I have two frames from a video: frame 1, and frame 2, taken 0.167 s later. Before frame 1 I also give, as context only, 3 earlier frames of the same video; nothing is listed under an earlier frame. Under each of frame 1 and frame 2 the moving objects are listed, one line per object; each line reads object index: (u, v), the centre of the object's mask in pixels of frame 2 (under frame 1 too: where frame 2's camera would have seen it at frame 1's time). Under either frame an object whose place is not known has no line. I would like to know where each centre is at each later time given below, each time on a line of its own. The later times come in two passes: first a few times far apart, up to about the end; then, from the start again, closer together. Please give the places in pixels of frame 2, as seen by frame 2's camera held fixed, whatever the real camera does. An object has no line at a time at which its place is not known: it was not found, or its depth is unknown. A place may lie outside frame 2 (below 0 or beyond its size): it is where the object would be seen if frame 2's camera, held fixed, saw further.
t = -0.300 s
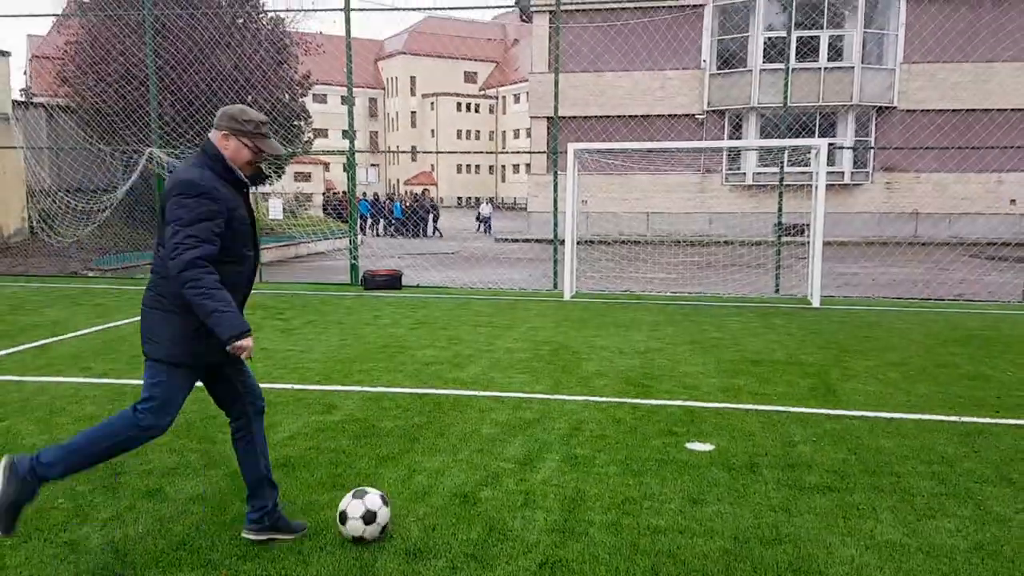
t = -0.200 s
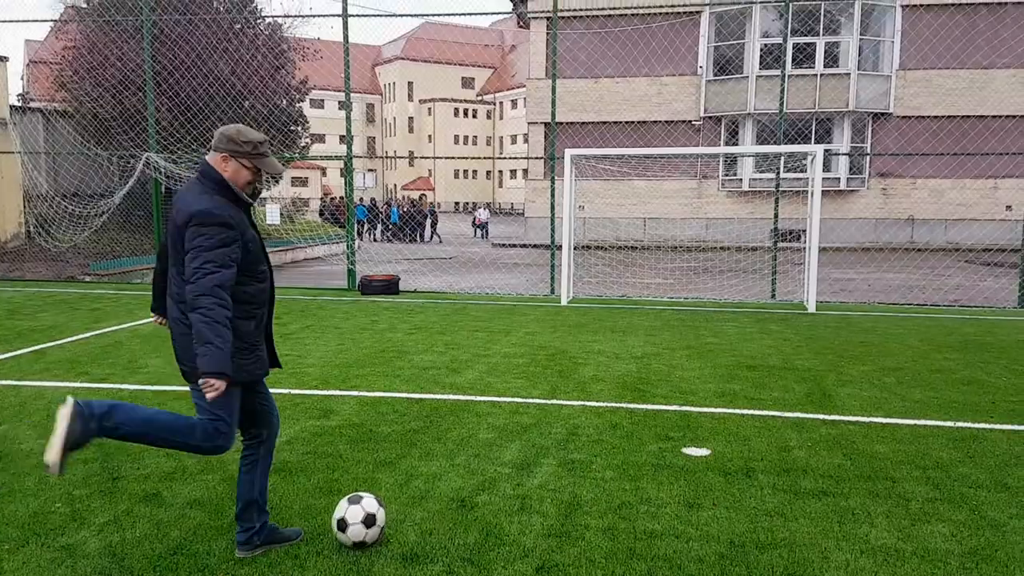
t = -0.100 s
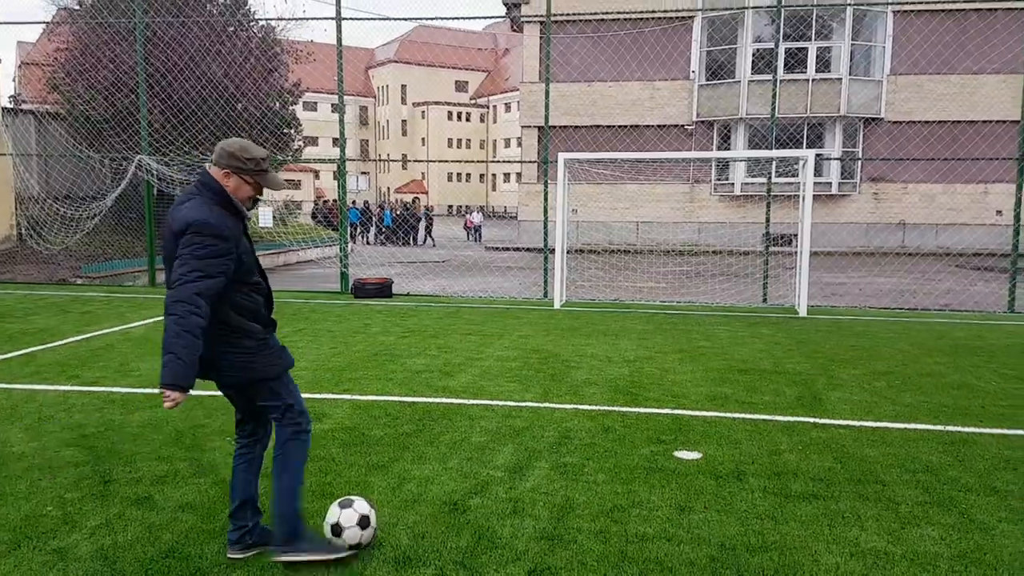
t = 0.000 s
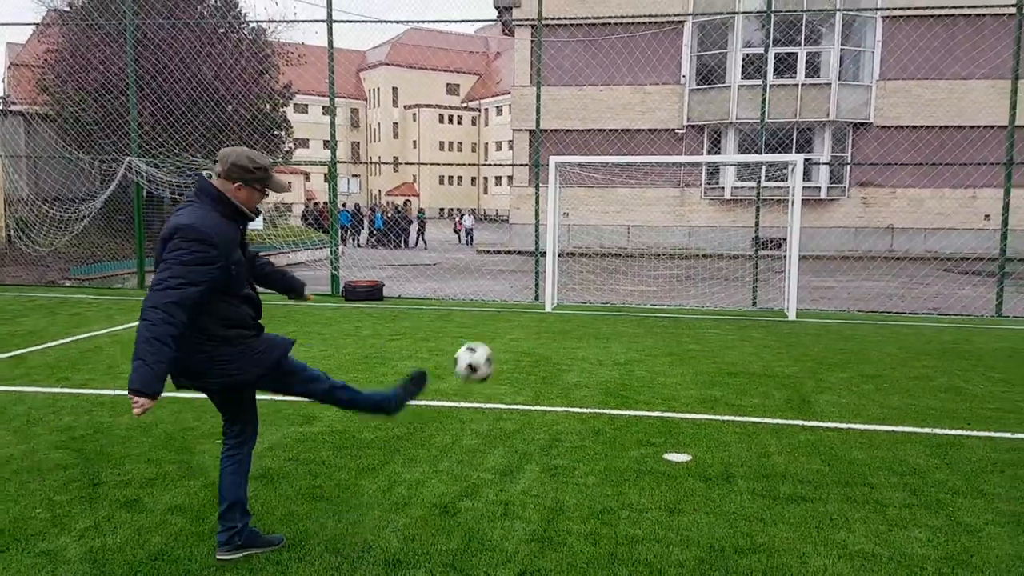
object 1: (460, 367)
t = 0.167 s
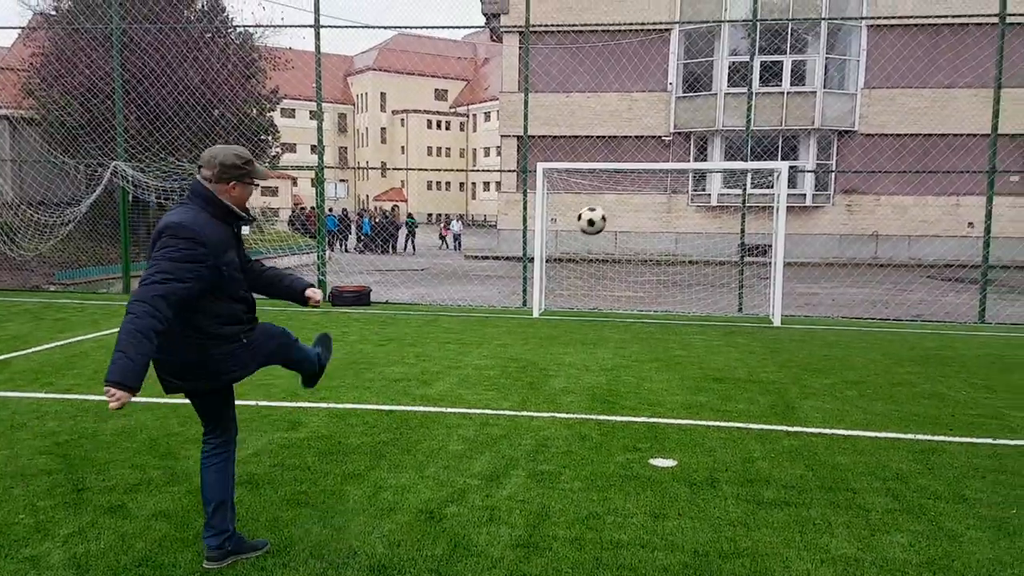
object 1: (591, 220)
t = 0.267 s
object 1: (633, 180)
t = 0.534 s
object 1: (690, 150)
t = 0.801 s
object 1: (715, 154)
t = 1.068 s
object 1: (750, 152)
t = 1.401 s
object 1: (798, 201)
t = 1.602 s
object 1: (829, 285)
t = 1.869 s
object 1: (862, 304)
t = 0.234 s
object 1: (621, 191)
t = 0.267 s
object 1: (633, 180)
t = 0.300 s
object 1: (646, 171)
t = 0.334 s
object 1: (655, 164)
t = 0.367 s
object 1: (663, 158)
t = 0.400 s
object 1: (669, 154)
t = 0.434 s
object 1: (675, 151)
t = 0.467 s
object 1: (680, 150)
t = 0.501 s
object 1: (685, 150)
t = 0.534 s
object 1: (690, 150)
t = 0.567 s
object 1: (693, 151)
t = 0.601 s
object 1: (696, 153)
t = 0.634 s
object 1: (698, 155)
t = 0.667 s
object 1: (701, 156)
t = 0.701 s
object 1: (703, 158)
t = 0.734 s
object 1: (707, 158)
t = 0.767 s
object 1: (710, 156)
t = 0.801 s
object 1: (715, 154)
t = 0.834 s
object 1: (720, 153)
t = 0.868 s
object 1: (724, 152)
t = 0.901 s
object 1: (728, 152)
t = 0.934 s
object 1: (732, 152)
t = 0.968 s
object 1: (736, 154)
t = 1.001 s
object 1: (741, 154)
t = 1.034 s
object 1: (745, 153)
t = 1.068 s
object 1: (750, 152)
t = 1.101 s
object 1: (754, 152)
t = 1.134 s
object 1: (759, 154)
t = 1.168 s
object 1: (763, 156)
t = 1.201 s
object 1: (770, 159)
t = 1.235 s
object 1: (773, 164)
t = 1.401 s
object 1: (798, 201)
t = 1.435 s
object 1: (803, 212)
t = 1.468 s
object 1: (808, 224)
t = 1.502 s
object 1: (813, 238)
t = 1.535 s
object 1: (818, 252)
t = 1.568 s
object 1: (824, 268)
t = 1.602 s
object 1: (829, 285)
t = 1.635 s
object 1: (834, 304)
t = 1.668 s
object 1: (840, 323)
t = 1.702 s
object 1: (847, 345)
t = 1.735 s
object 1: (850, 338)
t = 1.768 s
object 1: (853, 328)
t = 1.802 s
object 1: (855, 319)
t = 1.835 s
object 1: (858, 311)
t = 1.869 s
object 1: (862, 304)
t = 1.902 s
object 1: (866, 299)
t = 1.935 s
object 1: (870, 294)
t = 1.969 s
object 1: (873, 290)
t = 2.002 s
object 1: (877, 287)
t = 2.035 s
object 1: (880, 284)
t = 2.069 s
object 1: (884, 285)
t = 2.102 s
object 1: (887, 284)
